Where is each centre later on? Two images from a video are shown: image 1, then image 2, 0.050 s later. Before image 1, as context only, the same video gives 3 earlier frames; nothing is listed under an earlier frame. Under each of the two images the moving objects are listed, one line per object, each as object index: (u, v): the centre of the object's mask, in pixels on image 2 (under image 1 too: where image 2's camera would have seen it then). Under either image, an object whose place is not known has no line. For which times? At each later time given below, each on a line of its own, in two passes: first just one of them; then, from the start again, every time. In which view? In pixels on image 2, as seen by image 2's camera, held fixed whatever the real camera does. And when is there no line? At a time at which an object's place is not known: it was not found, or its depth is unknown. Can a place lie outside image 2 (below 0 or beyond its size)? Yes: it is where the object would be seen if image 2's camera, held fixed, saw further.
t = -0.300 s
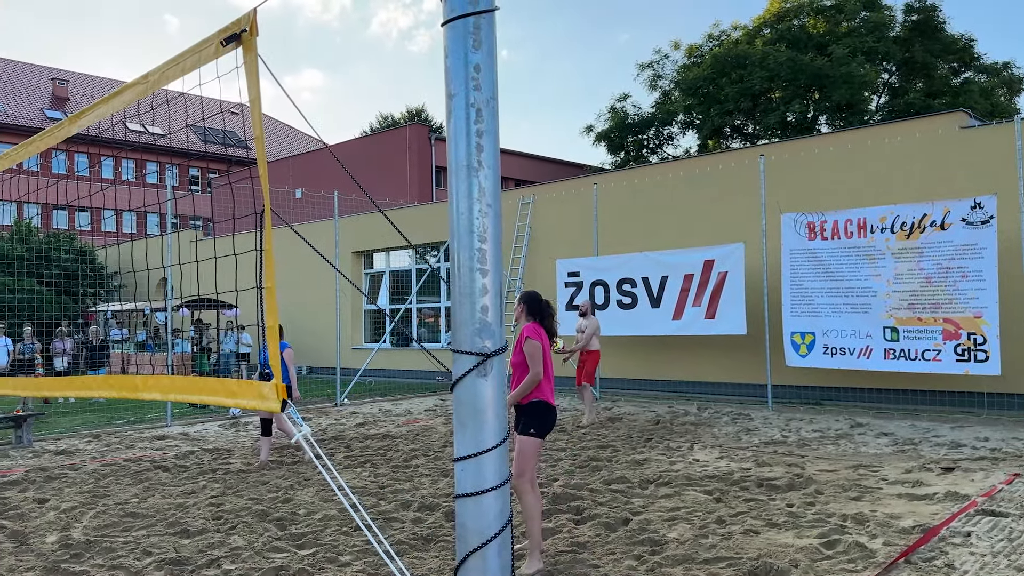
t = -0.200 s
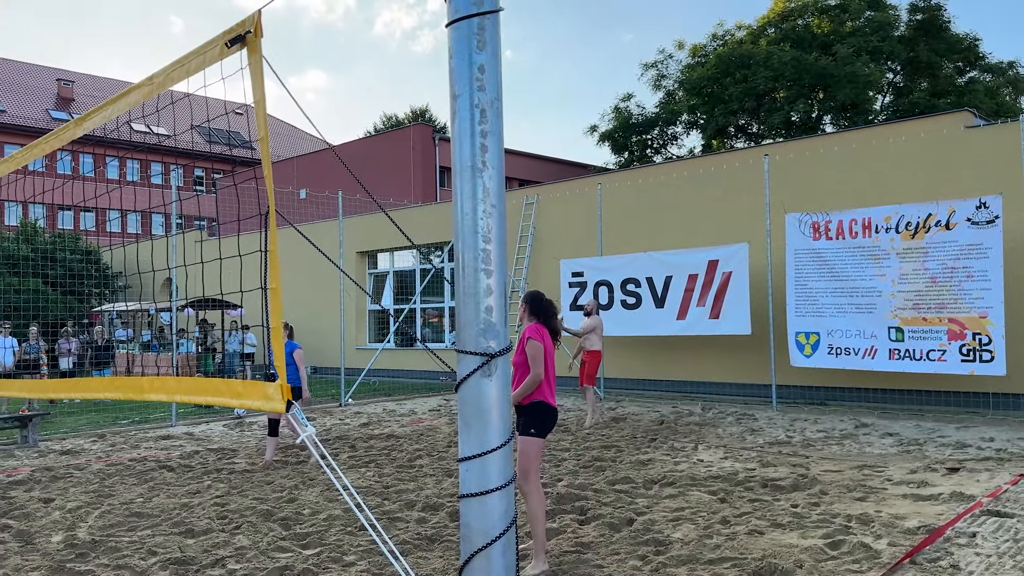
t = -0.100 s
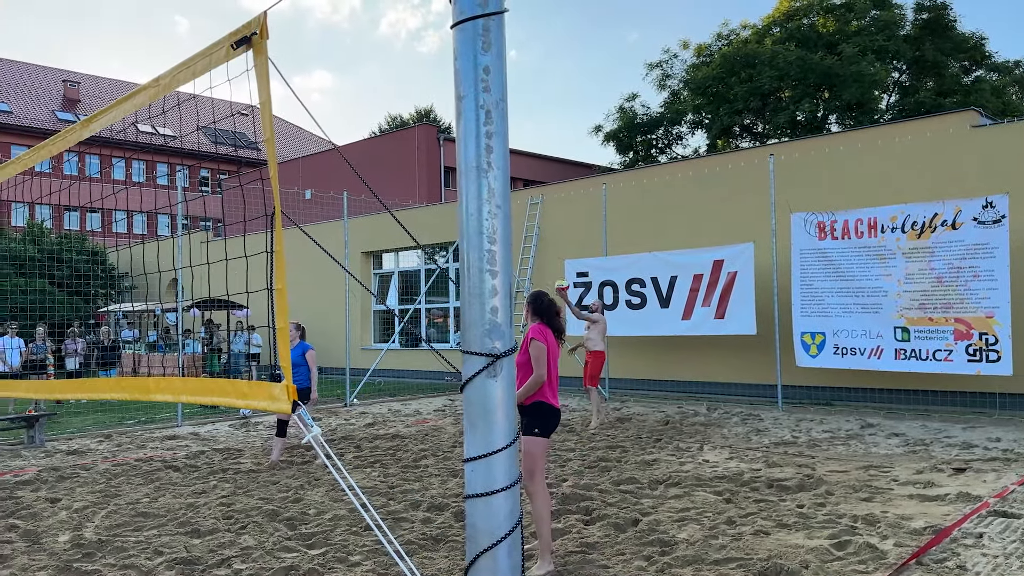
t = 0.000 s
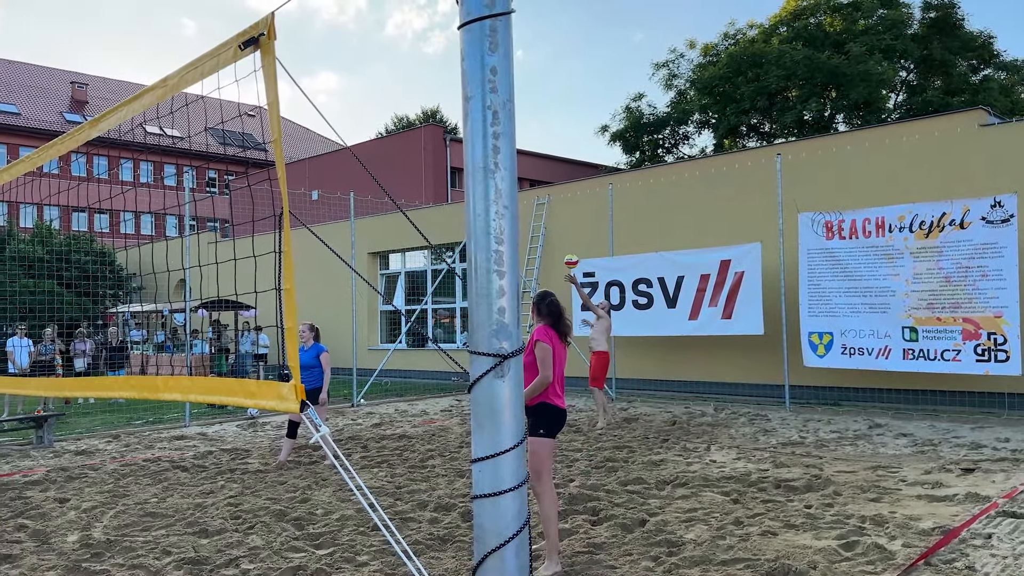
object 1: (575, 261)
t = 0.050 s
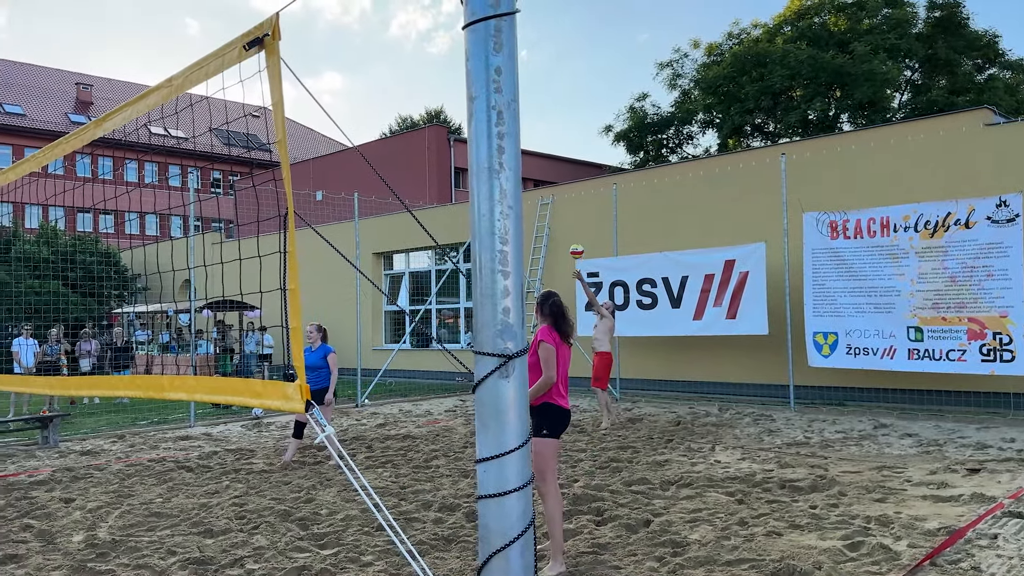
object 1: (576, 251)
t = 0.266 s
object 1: (586, 228)
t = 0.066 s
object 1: (577, 248)
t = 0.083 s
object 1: (578, 246)
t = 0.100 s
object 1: (579, 244)
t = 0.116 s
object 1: (579, 241)
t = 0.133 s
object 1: (580, 239)
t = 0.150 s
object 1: (580, 237)
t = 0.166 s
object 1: (581, 235)
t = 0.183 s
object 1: (582, 233)
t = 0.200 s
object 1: (583, 232)
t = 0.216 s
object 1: (584, 230)
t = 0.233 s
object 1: (584, 229)
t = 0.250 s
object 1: (585, 229)
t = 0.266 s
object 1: (586, 228)
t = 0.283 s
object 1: (587, 228)
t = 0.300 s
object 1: (587, 227)
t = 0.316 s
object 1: (588, 227)
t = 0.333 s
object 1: (589, 227)
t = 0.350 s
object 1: (590, 227)
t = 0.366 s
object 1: (591, 228)
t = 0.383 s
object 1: (592, 228)
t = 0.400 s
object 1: (593, 229)
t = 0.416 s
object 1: (594, 230)
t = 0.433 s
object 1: (595, 231)
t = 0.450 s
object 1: (595, 232)
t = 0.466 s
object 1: (597, 233)
